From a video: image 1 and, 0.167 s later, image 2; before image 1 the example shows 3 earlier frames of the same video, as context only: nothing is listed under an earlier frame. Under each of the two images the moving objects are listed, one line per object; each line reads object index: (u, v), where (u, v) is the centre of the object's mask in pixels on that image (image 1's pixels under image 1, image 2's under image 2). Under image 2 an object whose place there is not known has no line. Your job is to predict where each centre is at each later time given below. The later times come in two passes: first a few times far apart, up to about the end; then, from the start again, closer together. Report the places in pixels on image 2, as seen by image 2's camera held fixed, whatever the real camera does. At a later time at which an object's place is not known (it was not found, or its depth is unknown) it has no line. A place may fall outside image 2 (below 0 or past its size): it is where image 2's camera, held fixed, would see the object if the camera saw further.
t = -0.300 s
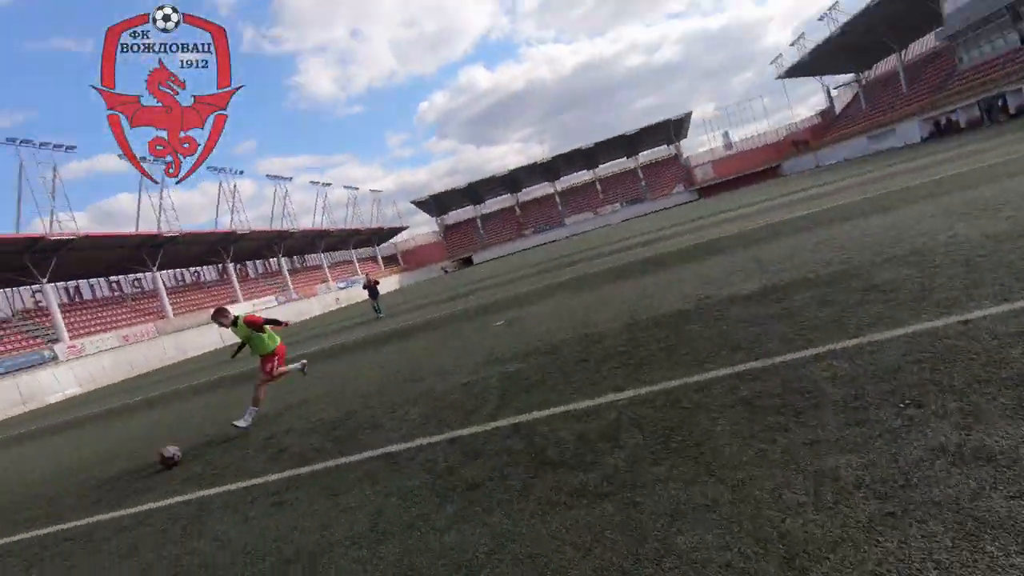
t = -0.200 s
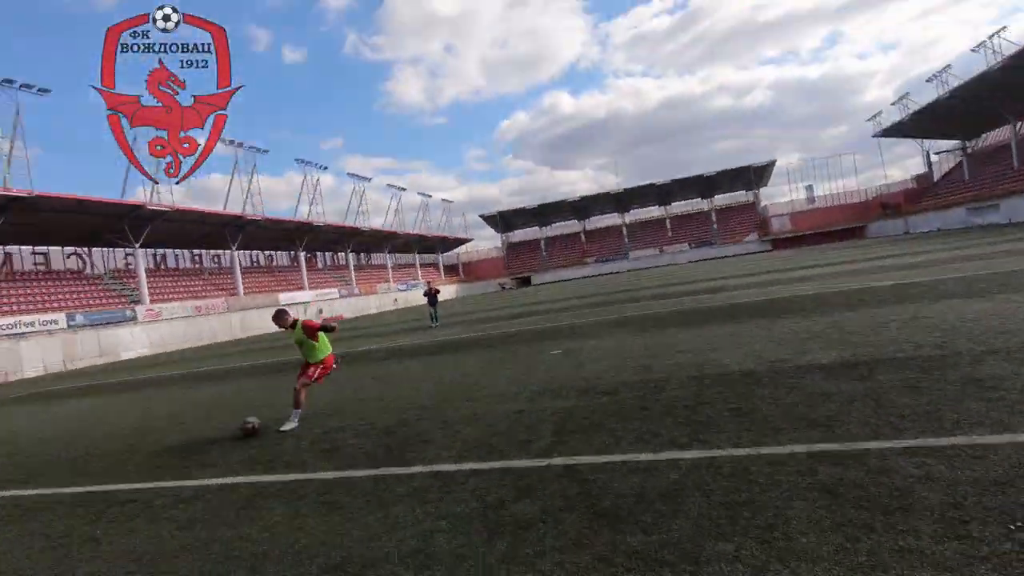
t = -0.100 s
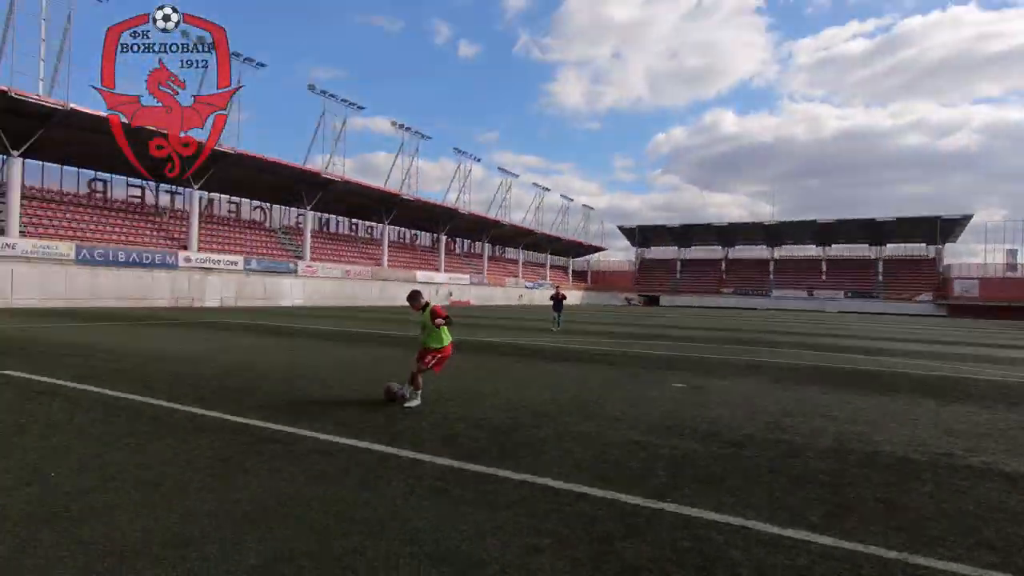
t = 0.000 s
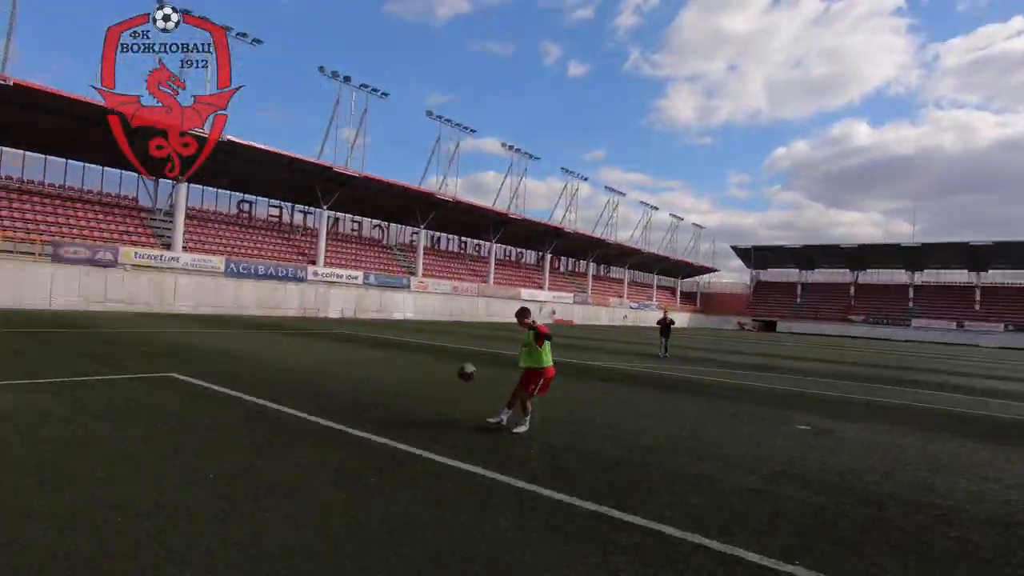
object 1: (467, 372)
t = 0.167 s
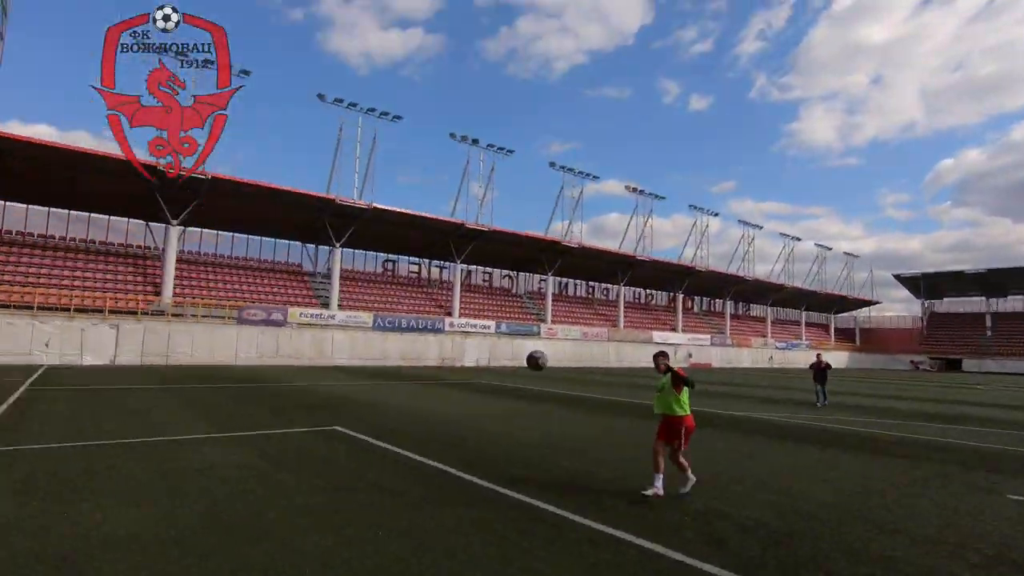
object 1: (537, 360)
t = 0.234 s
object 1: (505, 334)
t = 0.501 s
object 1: (313, 227)
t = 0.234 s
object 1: (505, 334)
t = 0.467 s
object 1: (364, 251)
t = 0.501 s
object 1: (313, 227)
